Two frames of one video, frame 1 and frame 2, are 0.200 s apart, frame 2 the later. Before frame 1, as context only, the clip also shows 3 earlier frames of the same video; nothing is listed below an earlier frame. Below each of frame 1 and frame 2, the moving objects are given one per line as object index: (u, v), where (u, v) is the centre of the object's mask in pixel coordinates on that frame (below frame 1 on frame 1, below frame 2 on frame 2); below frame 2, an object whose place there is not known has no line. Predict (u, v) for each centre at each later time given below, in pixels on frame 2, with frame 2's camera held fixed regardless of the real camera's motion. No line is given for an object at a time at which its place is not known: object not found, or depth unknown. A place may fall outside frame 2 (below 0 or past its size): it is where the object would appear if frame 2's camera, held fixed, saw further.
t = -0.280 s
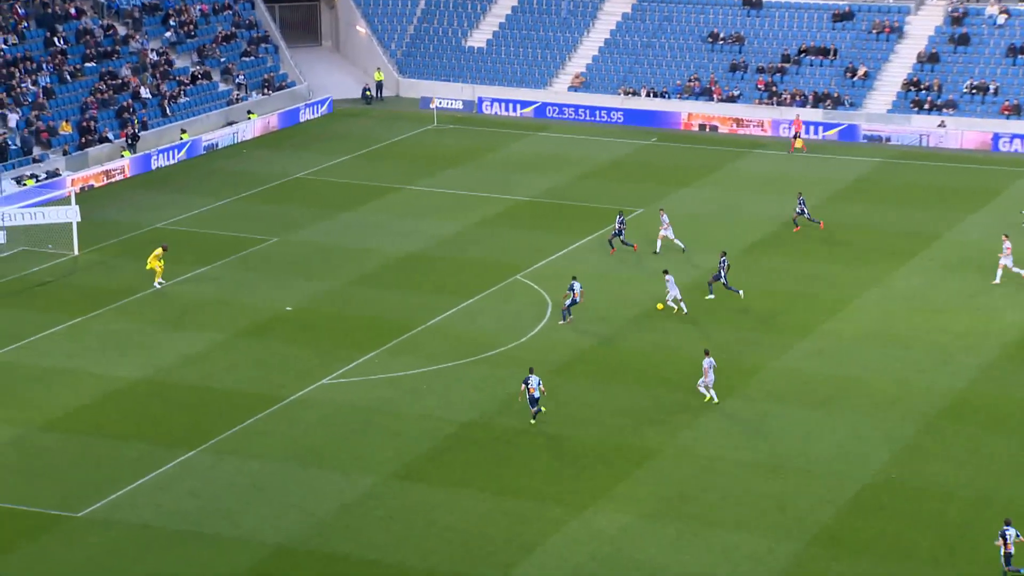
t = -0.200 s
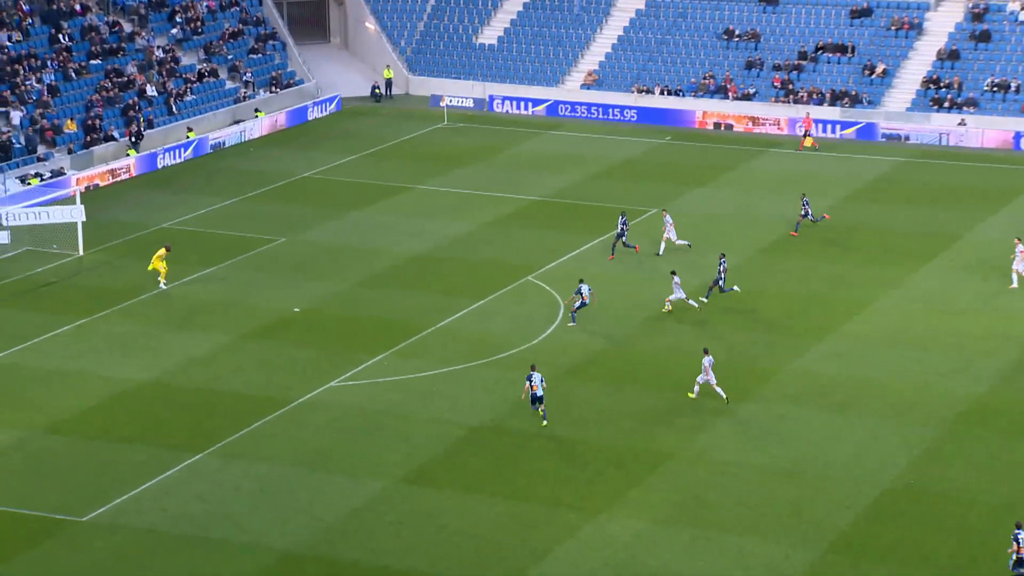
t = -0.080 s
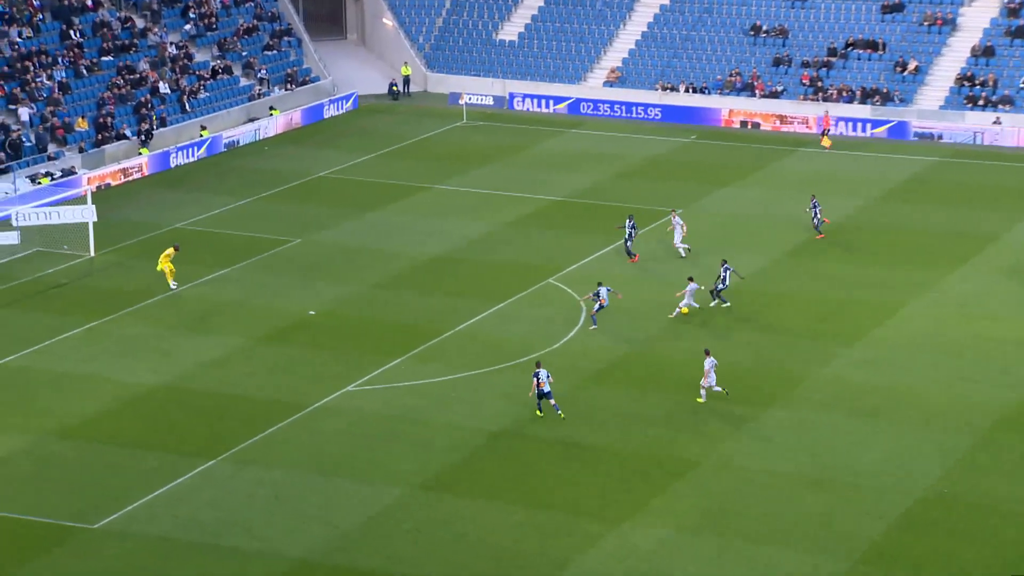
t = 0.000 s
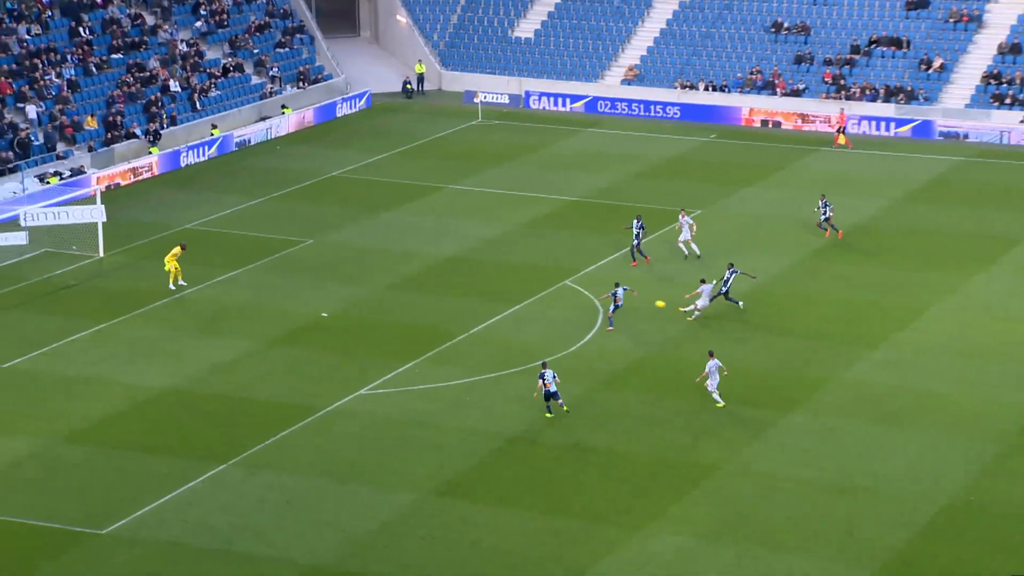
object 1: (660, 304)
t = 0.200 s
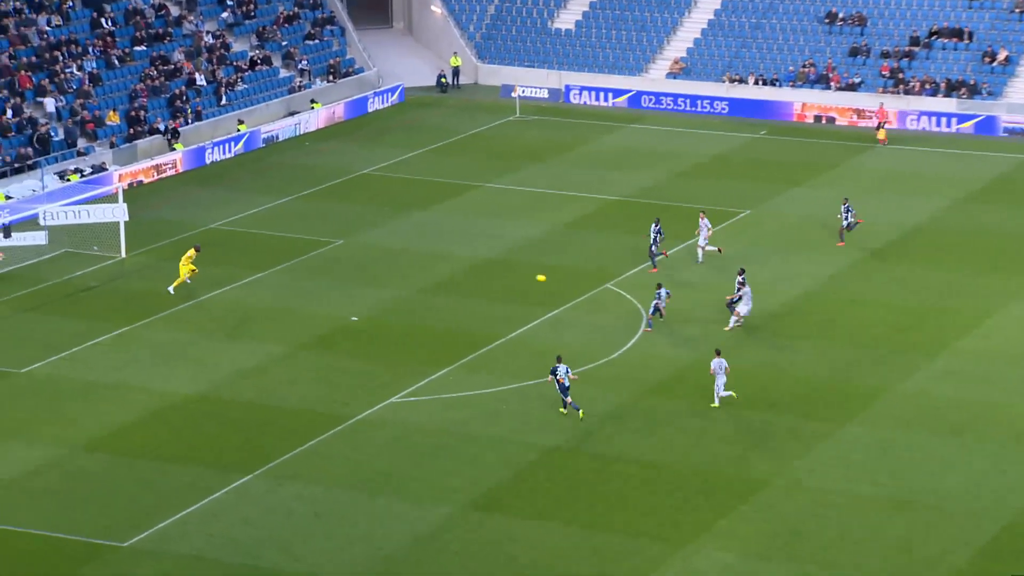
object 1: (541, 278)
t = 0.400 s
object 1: (395, 260)
